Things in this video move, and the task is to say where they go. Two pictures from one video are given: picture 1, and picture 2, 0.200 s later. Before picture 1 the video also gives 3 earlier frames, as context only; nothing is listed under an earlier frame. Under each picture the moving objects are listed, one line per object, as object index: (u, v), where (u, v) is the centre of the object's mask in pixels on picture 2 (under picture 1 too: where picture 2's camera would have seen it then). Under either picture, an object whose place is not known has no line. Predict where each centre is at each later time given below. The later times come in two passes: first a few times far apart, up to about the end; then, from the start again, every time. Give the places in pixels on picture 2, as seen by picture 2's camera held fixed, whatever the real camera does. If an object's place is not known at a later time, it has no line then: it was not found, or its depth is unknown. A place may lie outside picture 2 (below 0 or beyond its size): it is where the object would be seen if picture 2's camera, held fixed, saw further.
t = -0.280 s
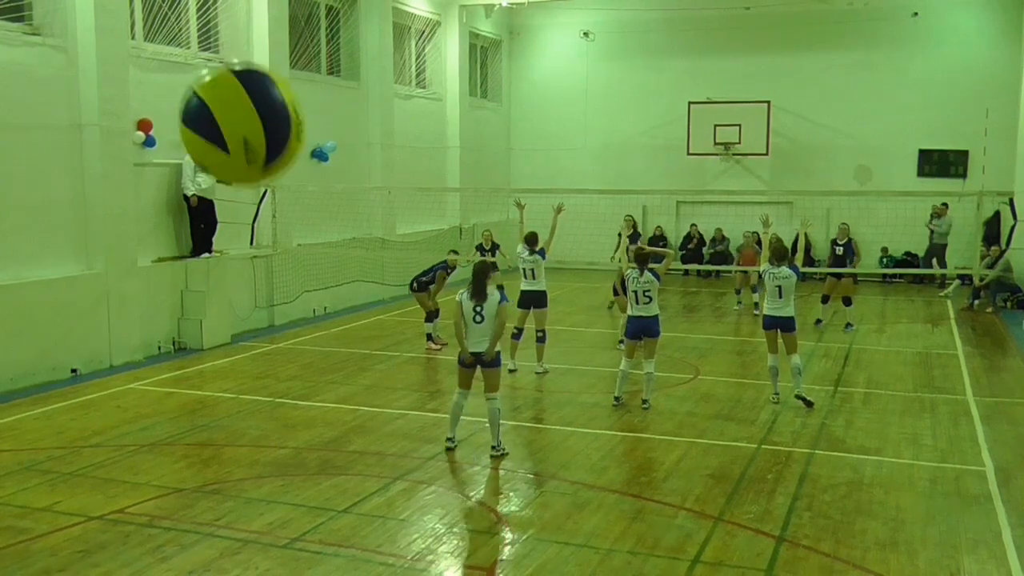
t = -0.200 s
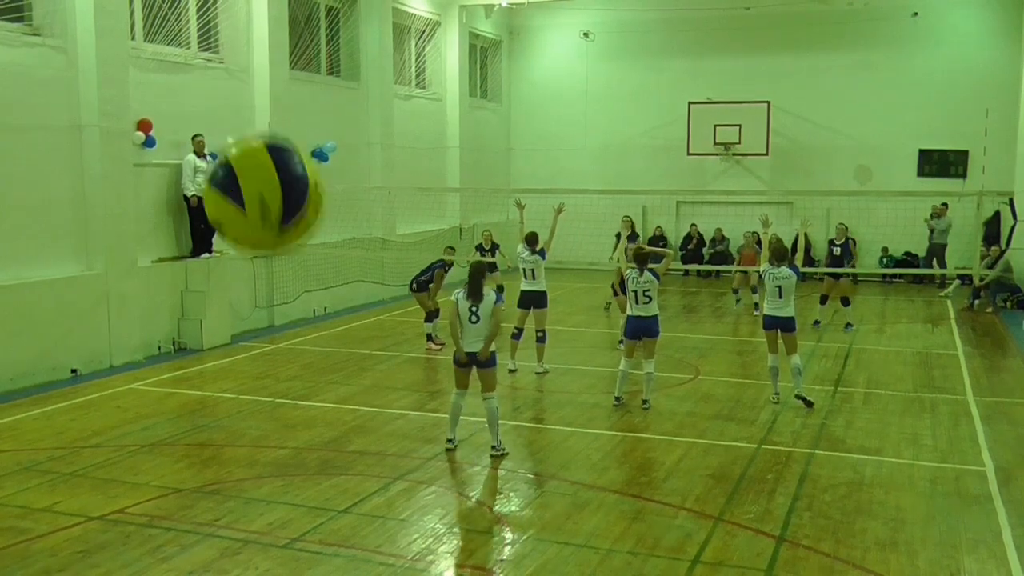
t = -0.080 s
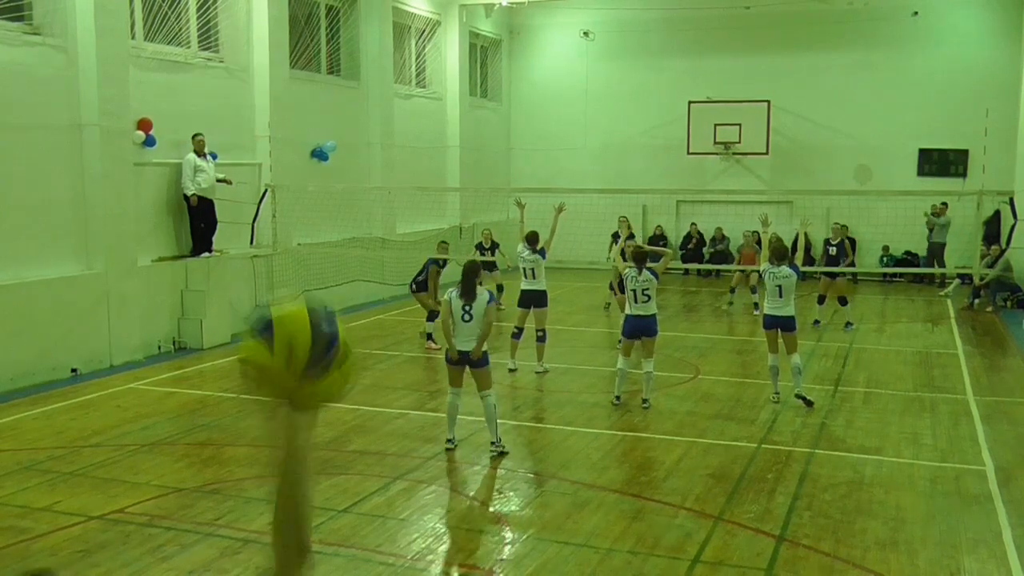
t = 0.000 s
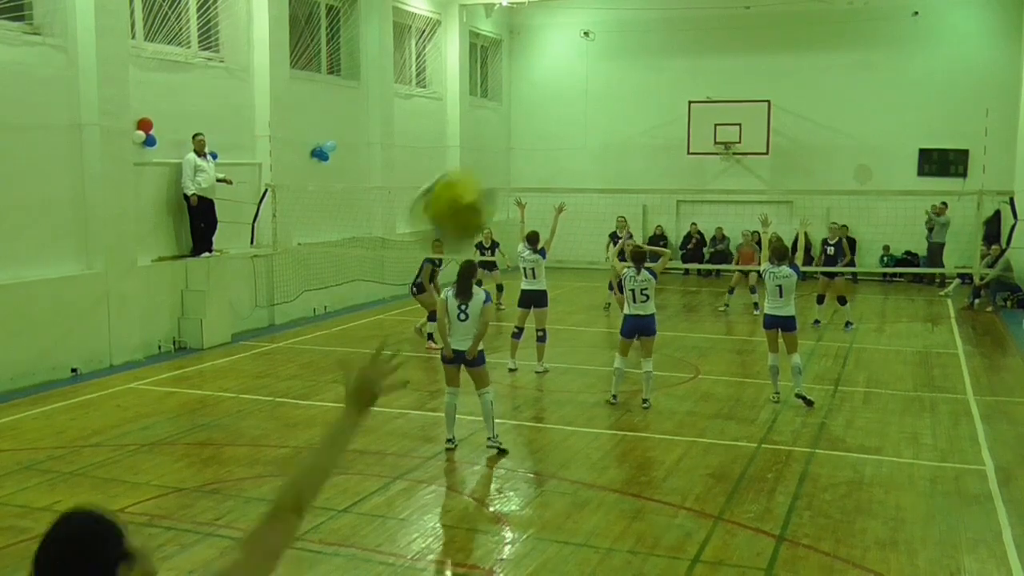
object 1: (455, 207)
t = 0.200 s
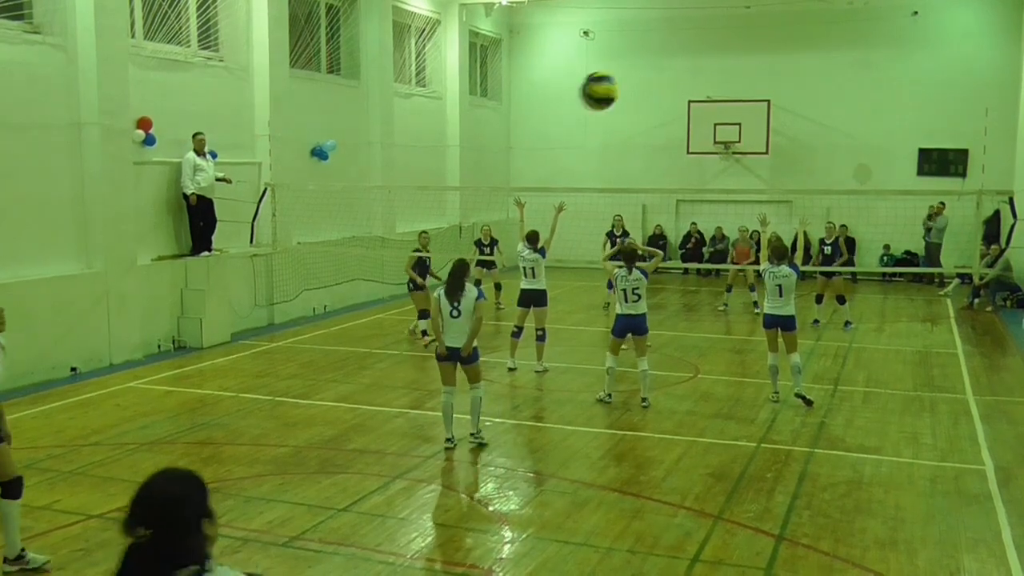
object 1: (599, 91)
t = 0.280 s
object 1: (621, 89)
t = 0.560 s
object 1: (657, 131)
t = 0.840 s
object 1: (674, 197)
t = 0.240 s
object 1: (612, 88)
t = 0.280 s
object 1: (621, 89)
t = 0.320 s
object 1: (630, 92)
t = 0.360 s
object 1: (637, 97)
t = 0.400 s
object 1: (643, 102)
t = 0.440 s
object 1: (647, 108)
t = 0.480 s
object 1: (651, 115)
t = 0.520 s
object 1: (654, 122)
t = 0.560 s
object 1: (657, 131)
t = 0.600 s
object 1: (660, 140)
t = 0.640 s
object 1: (662, 149)
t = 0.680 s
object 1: (664, 162)
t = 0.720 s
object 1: (666, 172)
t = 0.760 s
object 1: (669, 183)
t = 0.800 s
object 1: (672, 186)
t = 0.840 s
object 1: (674, 197)
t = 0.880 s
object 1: (676, 203)
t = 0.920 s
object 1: (679, 212)
